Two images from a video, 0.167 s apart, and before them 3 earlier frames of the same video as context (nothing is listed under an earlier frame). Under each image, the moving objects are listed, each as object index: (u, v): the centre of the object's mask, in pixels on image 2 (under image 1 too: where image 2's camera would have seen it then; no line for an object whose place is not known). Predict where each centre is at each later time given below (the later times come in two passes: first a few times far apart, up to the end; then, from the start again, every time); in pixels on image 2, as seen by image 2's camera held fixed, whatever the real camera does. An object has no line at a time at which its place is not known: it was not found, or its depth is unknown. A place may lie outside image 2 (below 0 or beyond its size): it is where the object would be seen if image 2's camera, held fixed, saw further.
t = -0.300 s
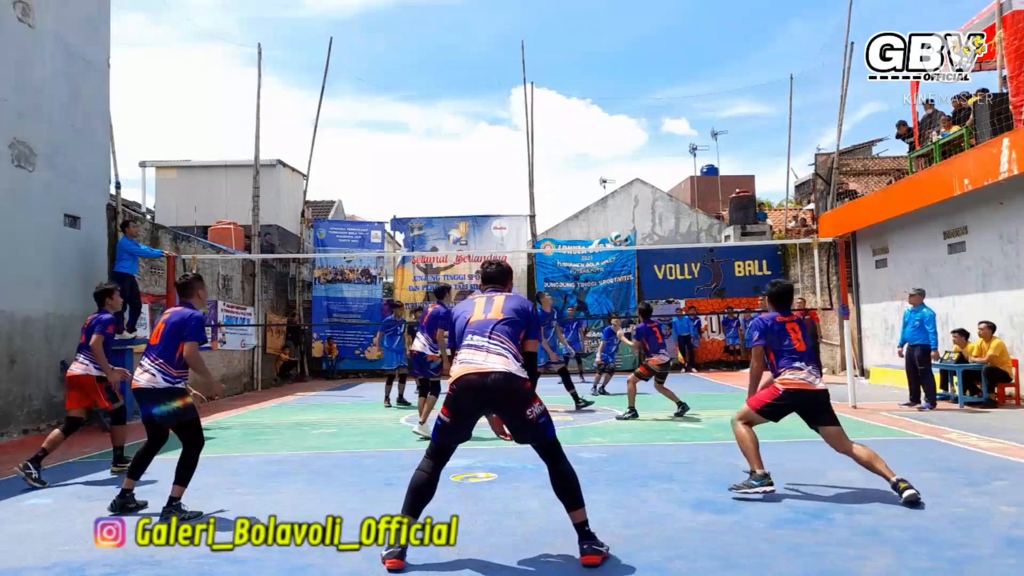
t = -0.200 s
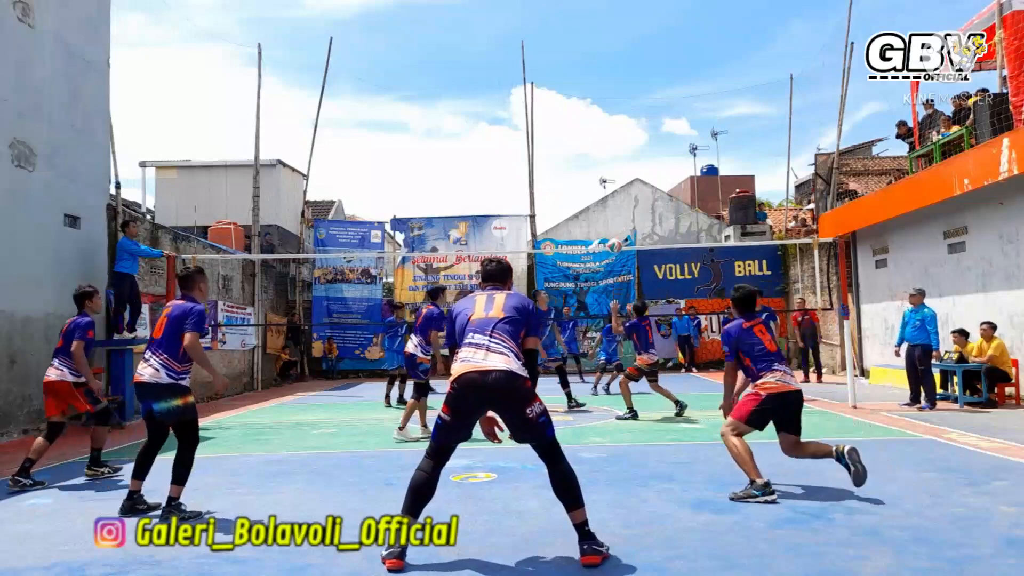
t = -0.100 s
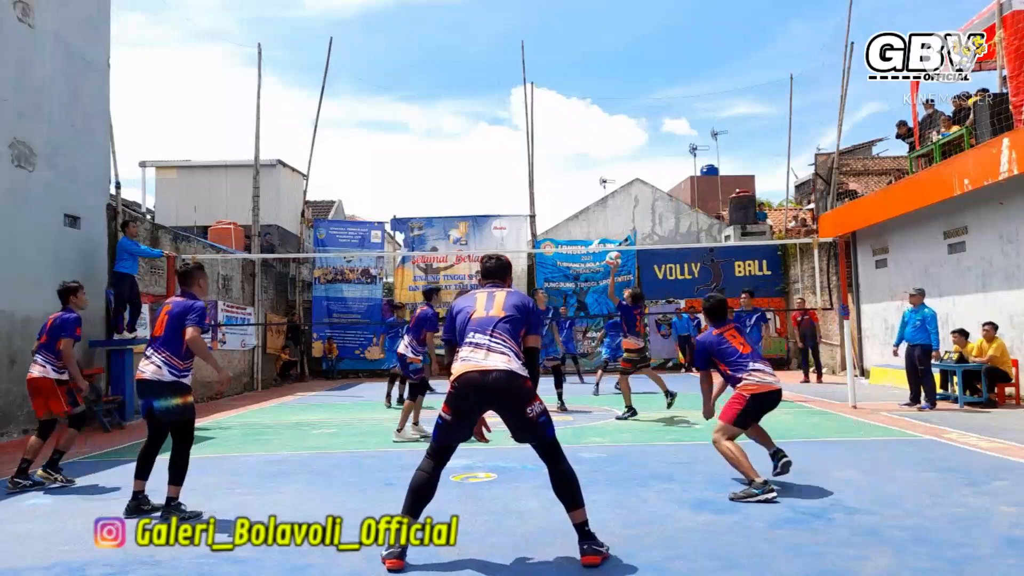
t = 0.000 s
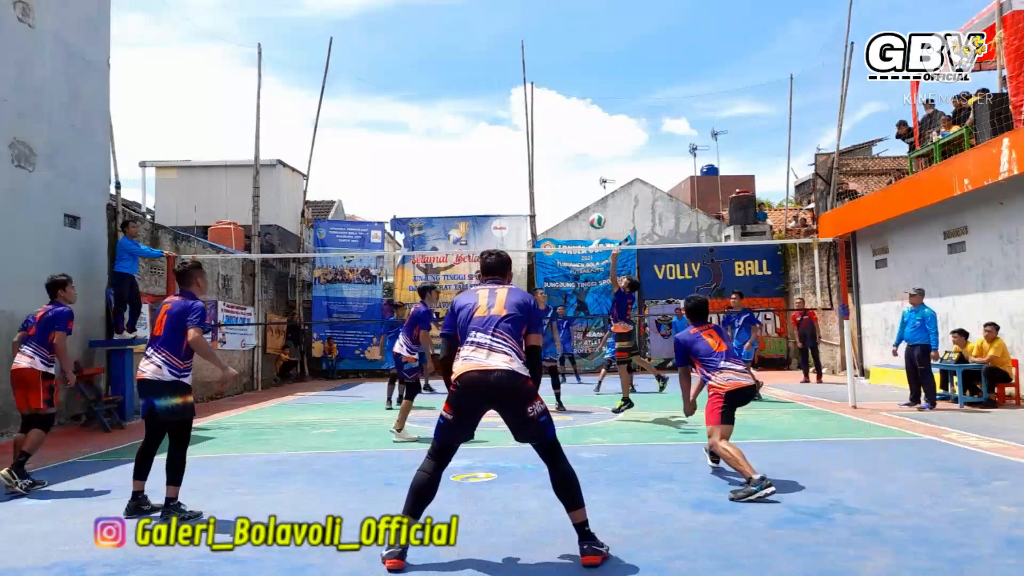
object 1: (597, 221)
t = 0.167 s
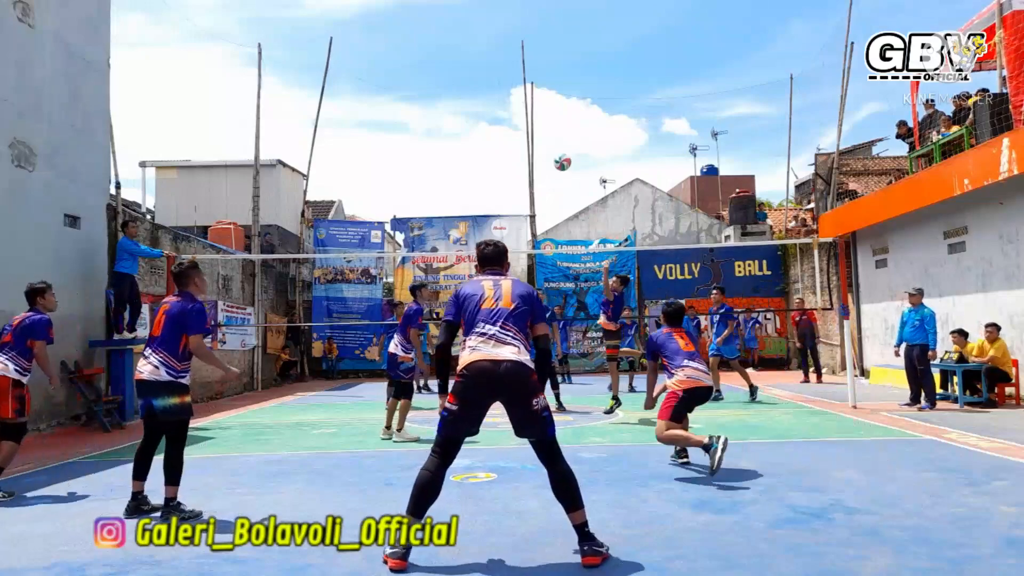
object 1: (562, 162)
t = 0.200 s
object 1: (555, 153)
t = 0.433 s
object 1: (496, 105)
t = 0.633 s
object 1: (438, 102)
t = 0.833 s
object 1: (370, 144)
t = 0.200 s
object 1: (555, 153)
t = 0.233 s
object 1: (547, 144)
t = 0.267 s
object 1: (539, 135)
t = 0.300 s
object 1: (531, 128)
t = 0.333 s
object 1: (523, 121)
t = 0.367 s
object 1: (514, 115)
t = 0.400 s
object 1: (505, 110)
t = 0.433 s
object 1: (496, 105)
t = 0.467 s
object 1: (487, 102)
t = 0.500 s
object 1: (478, 100)
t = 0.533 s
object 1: (468, 98)
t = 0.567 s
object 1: (458, 98)
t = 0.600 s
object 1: (449, 100)
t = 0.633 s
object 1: (438, 102)
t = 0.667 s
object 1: (428, 105)
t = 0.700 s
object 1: (417, 110)
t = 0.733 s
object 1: (405, 117)
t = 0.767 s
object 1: (394, 124)
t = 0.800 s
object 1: (382, 134)
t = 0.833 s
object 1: (370, 144)
